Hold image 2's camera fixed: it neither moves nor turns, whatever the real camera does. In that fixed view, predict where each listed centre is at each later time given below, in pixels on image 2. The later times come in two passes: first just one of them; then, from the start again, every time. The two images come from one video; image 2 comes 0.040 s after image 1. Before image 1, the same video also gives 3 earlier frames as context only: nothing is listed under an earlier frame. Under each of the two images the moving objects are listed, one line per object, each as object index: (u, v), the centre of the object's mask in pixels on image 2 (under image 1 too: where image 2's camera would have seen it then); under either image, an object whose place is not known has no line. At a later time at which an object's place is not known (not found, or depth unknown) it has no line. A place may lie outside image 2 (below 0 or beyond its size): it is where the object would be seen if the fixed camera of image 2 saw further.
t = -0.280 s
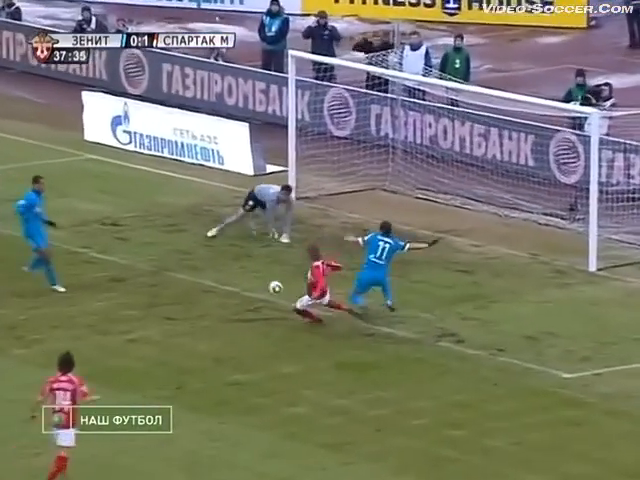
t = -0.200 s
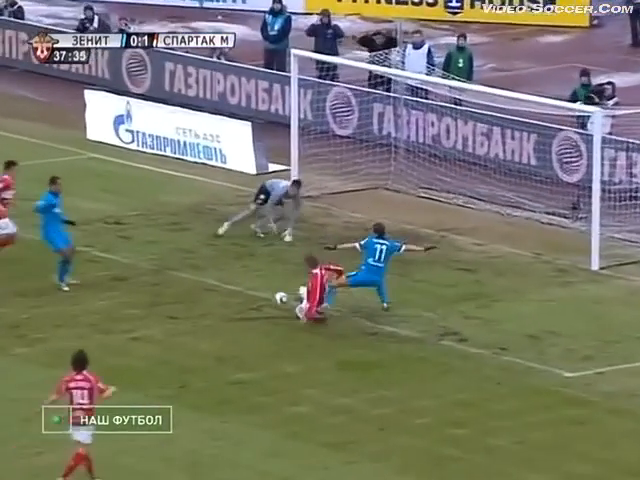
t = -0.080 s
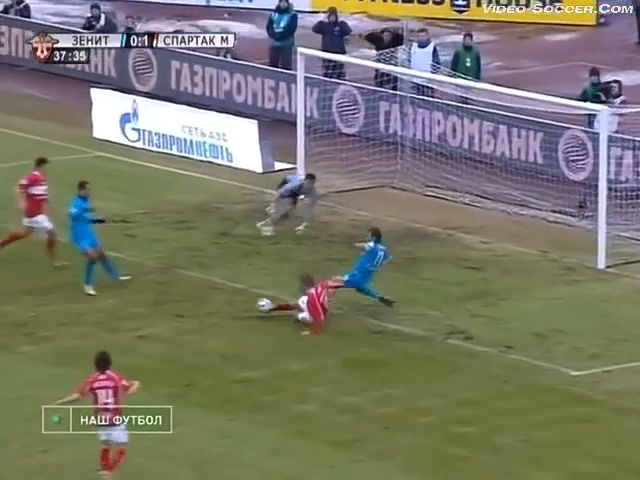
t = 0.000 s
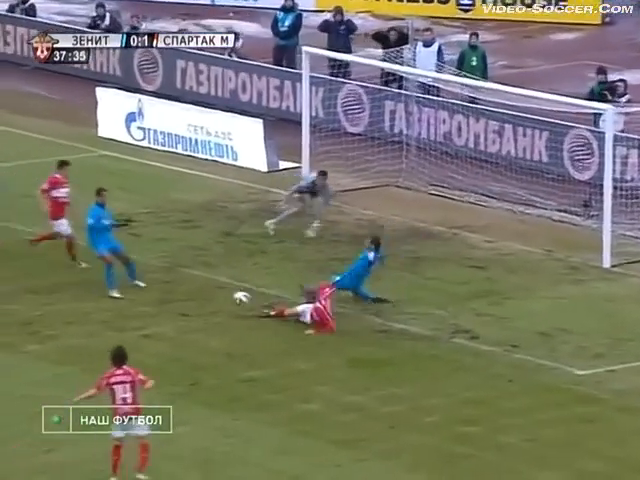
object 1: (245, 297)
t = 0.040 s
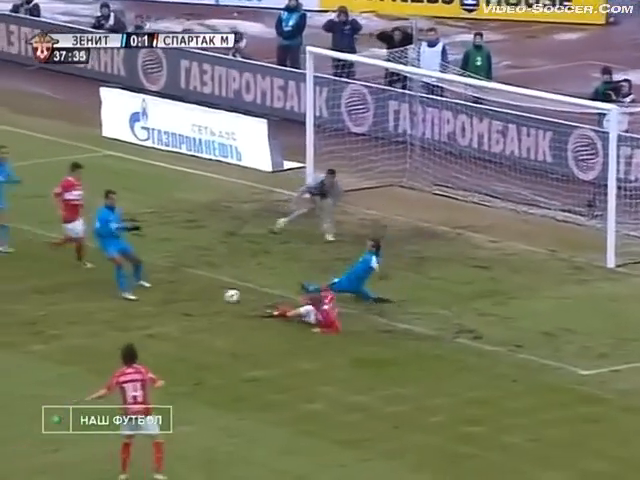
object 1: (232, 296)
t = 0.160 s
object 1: (190, 298)
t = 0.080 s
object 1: (218, 295)
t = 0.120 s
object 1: (204, 296)
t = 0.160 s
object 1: (190, 298)
